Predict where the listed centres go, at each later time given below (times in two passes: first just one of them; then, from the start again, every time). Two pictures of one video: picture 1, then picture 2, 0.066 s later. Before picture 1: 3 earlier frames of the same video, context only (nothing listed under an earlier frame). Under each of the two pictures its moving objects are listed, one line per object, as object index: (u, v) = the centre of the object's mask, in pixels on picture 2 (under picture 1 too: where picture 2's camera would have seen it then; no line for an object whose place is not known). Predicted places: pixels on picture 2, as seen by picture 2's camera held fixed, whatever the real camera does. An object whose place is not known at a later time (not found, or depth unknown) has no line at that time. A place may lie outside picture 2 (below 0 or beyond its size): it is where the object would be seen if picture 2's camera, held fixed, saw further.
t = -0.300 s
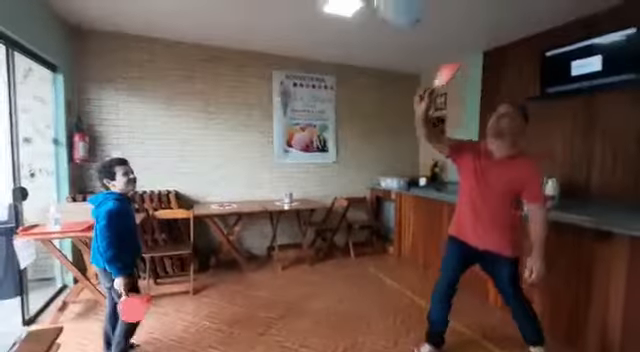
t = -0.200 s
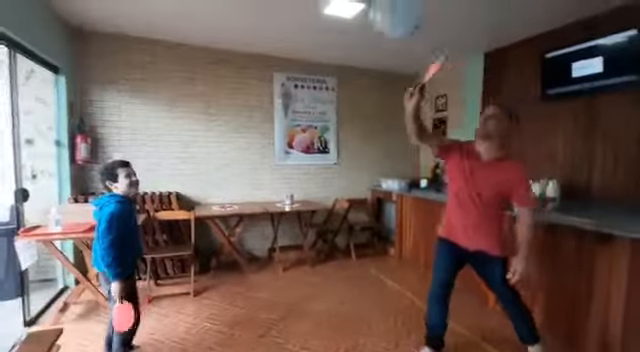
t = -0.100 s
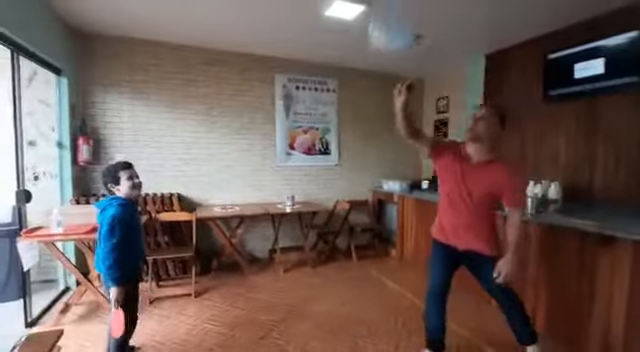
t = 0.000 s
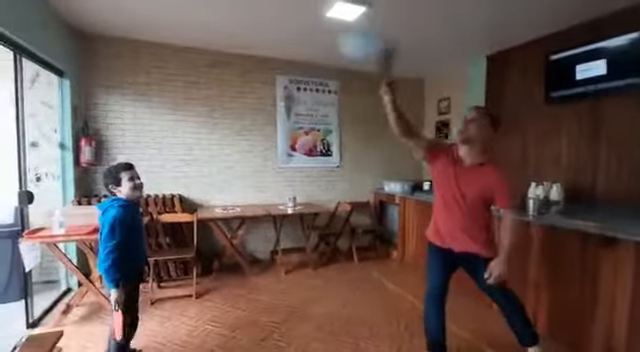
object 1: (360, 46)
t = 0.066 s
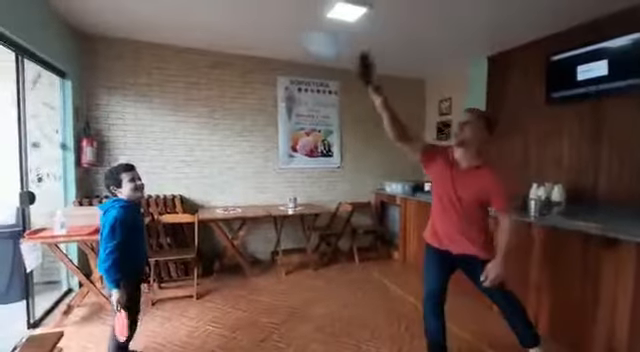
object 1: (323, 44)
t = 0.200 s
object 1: (268, 32)
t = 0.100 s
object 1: (304, 36)
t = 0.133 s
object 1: (295, 33)
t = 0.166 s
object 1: (279, 32)
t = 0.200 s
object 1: (268, 32)
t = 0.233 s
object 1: (258, 33)
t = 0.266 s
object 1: (253, 33)
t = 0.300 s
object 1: (248, 35)
